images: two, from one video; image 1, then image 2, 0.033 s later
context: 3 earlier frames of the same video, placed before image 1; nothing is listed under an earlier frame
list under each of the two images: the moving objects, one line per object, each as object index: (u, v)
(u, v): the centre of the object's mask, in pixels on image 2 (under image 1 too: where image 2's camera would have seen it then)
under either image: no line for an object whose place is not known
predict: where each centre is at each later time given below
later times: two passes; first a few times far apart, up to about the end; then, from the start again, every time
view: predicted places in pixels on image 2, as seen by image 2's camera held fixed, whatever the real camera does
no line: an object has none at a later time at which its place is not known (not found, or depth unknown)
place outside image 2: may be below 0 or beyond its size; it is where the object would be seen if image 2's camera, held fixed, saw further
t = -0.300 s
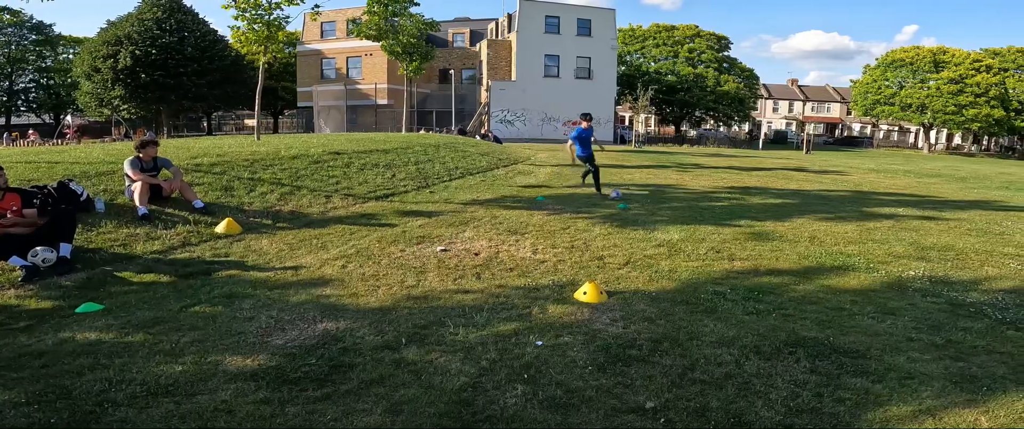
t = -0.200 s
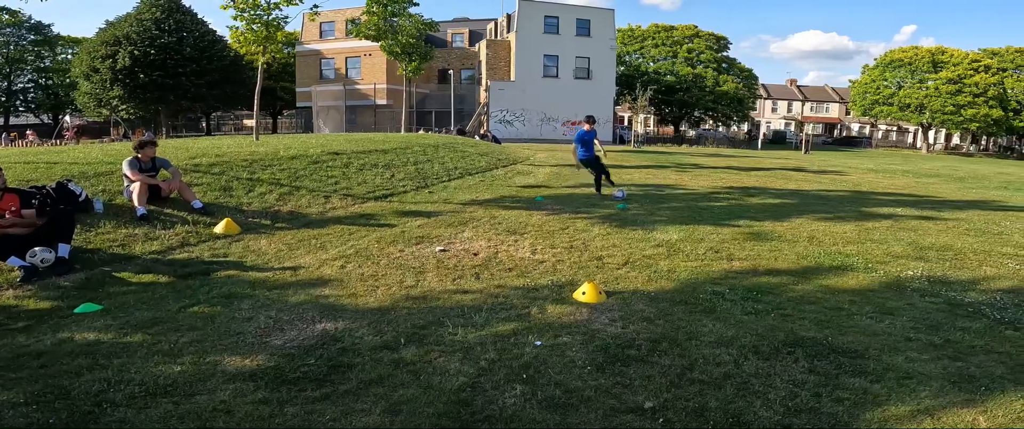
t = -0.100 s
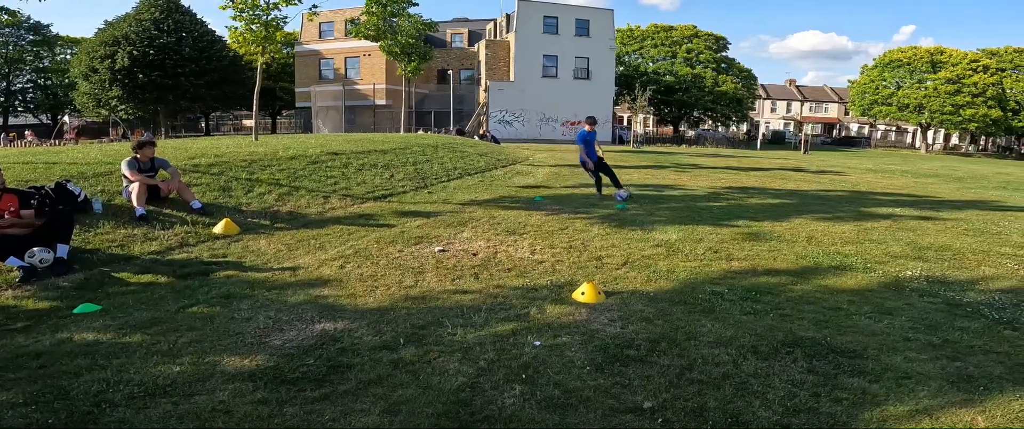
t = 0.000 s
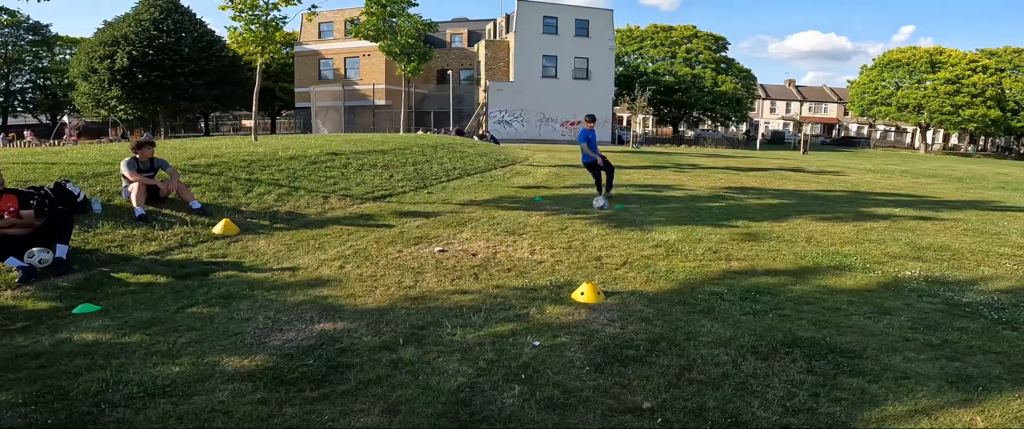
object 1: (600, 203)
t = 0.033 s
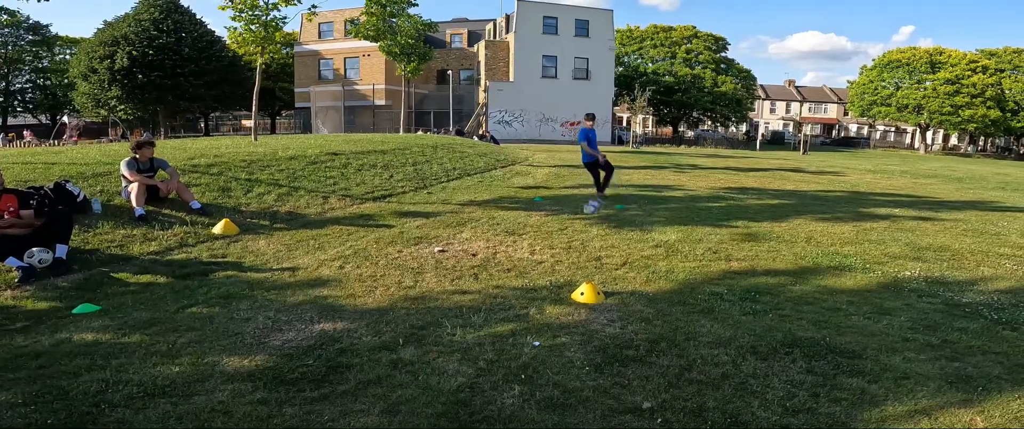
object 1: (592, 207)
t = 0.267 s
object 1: (503, 256)
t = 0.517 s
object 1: (304, 360)
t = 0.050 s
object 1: (587, 211)
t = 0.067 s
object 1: (581, 213)
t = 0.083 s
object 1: (576, 217)
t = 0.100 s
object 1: (571, 221)
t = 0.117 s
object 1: (564, 225)
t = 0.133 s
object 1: (558, 229)
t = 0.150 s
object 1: (552, 235)
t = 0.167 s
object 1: (546, 238)
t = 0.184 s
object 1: (539, 240)
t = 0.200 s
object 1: (534, 242)
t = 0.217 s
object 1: (526, 245)
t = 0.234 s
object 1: (519, 248)
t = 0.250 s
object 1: (512, 252)
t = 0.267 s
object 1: (503, 256)
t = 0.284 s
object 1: (495, 260)
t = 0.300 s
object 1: (486, 266)
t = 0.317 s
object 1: (476, 272)
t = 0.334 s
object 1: (466, 277)
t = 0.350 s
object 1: (455, 285)
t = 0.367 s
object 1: (442, 294)
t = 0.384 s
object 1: (430, 302)
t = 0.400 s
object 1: (417, 308)
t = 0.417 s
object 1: (404, 313)
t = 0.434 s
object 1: (390, 319)
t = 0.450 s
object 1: (375, 326)
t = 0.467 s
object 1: (359, 334)
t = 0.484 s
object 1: (342, 343)
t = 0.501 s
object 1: (324, 351)
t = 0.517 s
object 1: (304, 360)
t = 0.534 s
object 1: (285, 367)
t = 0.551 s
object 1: (264, 376)
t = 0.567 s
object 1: (242, 385)
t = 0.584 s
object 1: (216, 394)
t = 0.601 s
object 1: (190, 404)
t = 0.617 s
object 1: (161, 414)
